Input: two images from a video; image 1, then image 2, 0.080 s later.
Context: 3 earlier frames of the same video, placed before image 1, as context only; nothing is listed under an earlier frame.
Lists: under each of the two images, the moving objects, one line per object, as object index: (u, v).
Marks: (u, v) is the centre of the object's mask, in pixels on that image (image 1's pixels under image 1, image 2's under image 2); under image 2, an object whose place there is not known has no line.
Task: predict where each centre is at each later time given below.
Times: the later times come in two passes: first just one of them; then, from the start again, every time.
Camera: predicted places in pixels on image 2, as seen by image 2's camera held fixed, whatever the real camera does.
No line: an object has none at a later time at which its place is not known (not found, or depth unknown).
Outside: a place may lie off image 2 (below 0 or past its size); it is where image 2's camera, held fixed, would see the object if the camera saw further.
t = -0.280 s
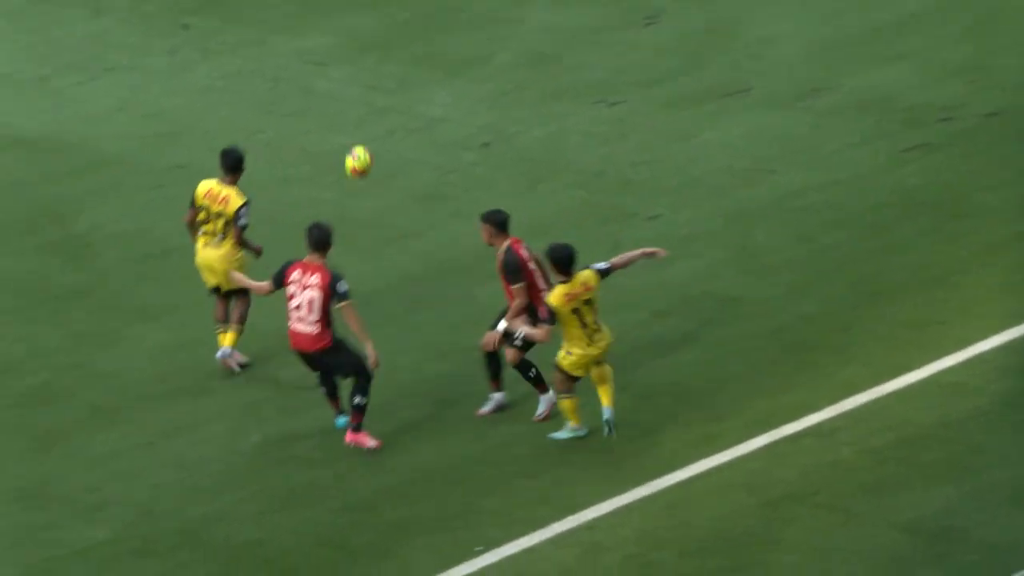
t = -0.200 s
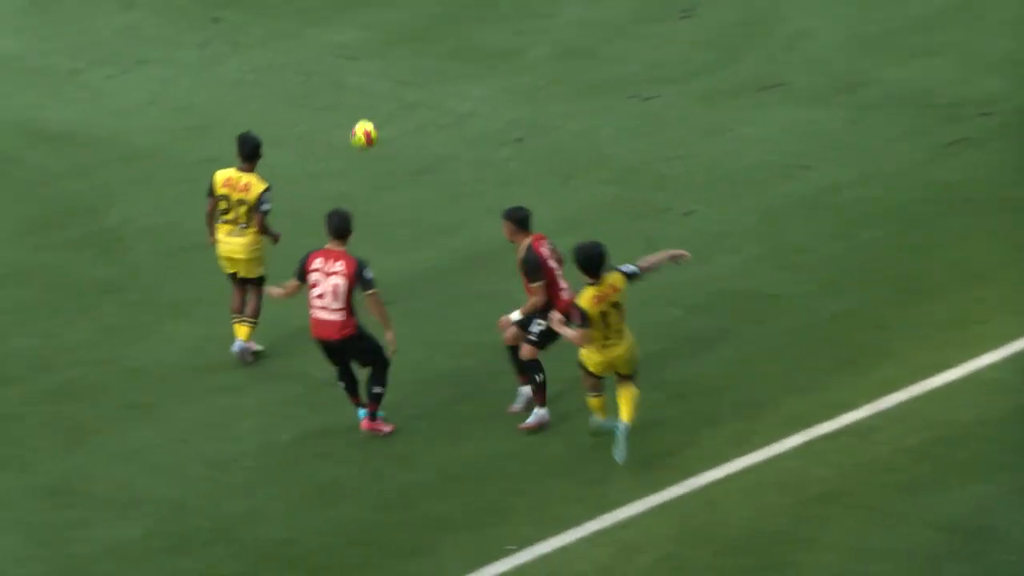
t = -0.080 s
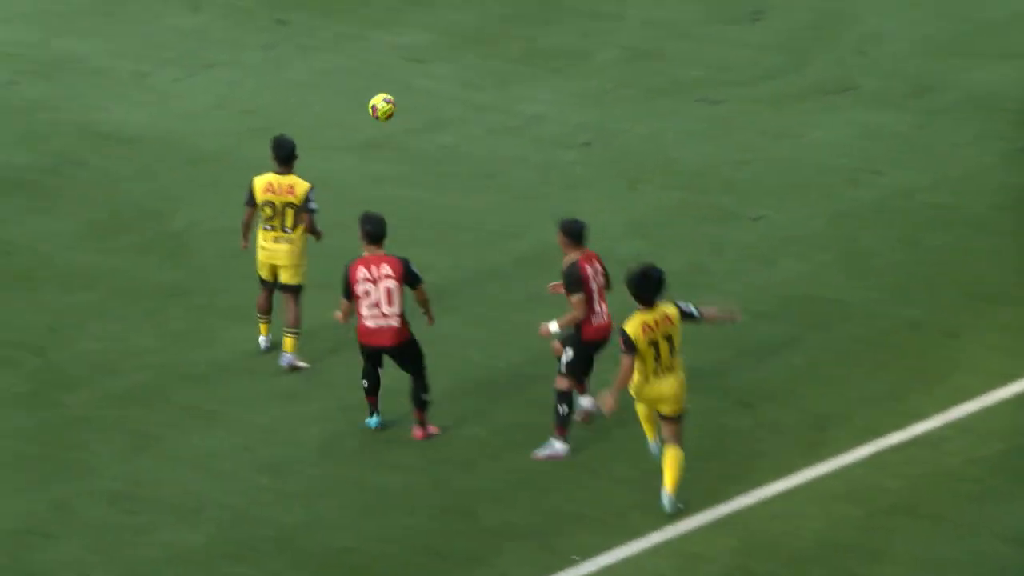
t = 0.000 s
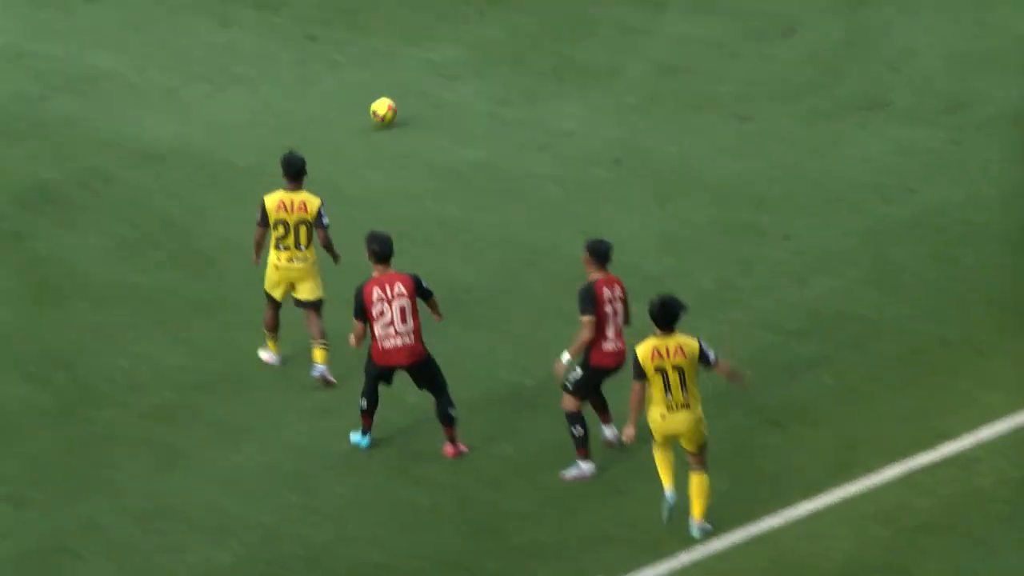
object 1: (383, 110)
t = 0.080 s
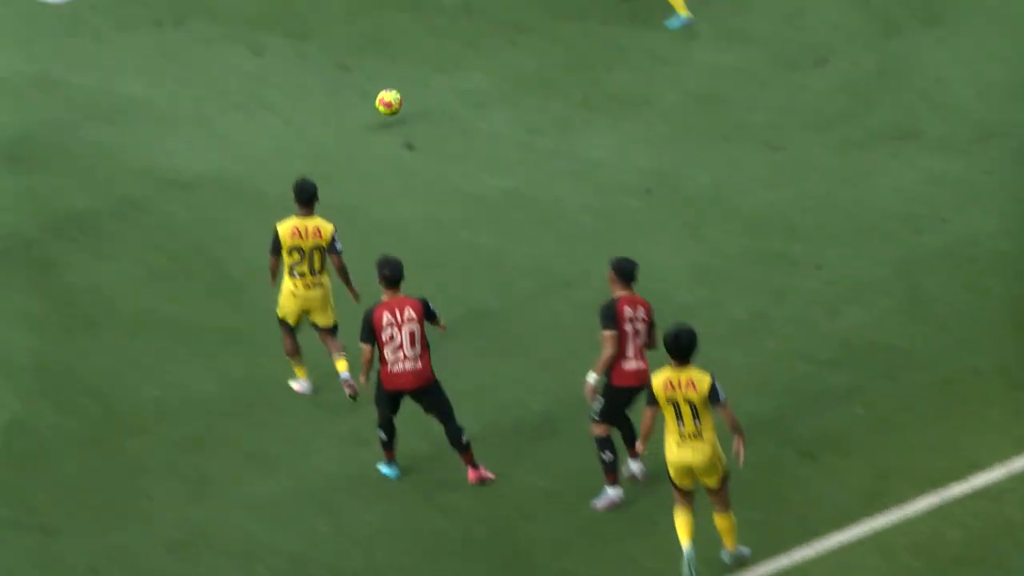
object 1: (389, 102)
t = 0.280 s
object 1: (339, 27)
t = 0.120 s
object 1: (376, 82)
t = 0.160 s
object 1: (365, 63)
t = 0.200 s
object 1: (359, 54)
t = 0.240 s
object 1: (349, 39)
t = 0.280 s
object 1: (339, 27)
